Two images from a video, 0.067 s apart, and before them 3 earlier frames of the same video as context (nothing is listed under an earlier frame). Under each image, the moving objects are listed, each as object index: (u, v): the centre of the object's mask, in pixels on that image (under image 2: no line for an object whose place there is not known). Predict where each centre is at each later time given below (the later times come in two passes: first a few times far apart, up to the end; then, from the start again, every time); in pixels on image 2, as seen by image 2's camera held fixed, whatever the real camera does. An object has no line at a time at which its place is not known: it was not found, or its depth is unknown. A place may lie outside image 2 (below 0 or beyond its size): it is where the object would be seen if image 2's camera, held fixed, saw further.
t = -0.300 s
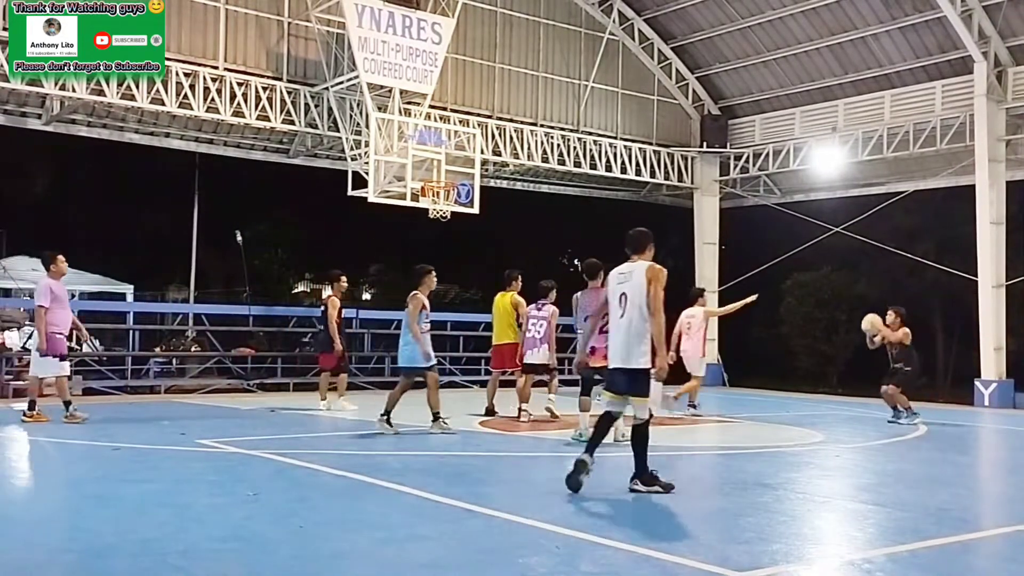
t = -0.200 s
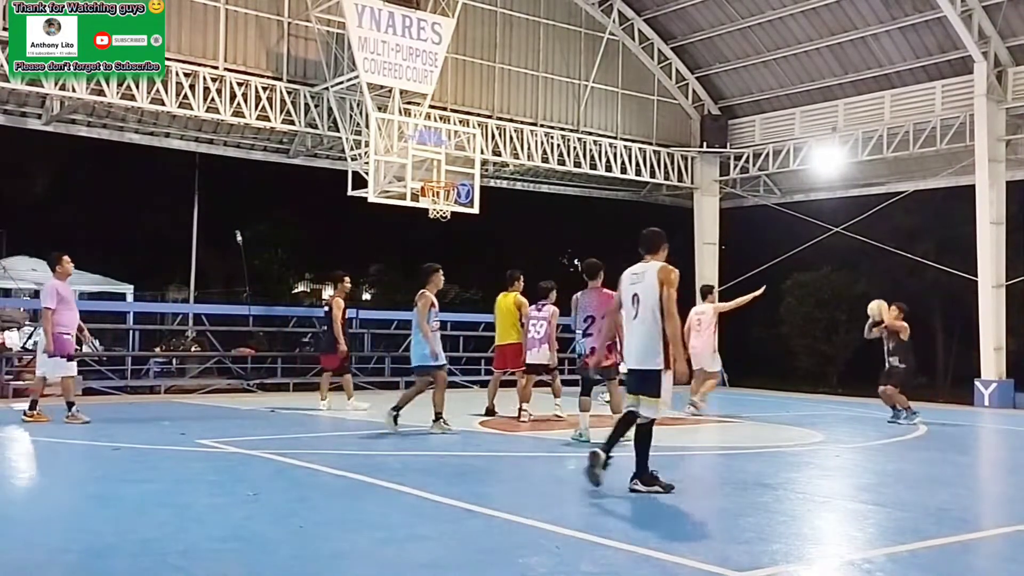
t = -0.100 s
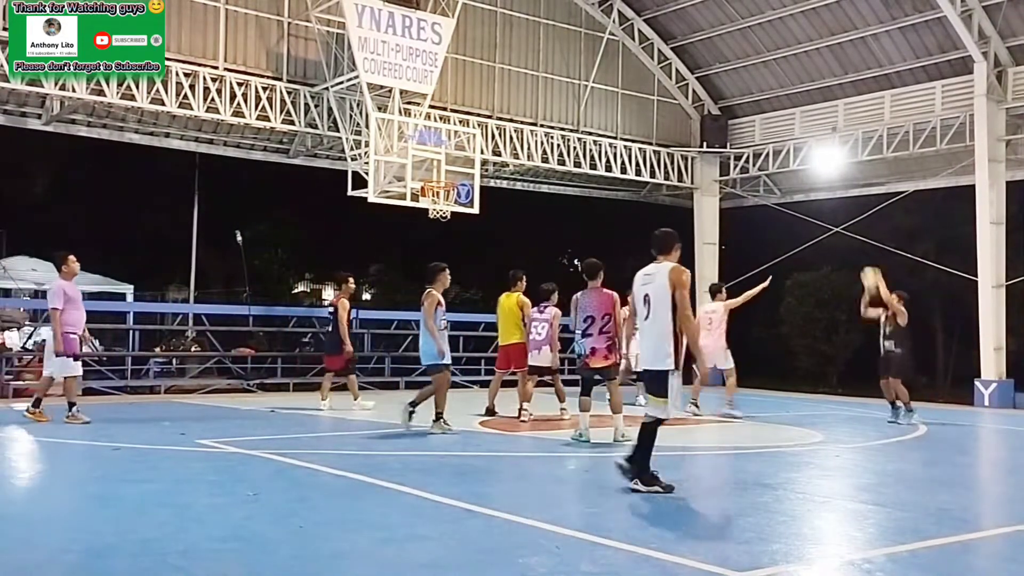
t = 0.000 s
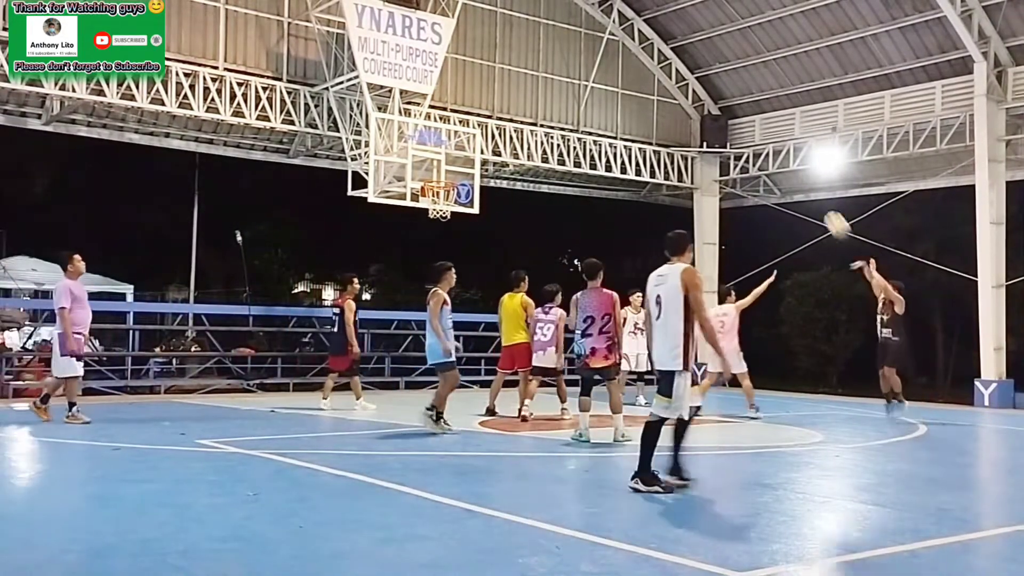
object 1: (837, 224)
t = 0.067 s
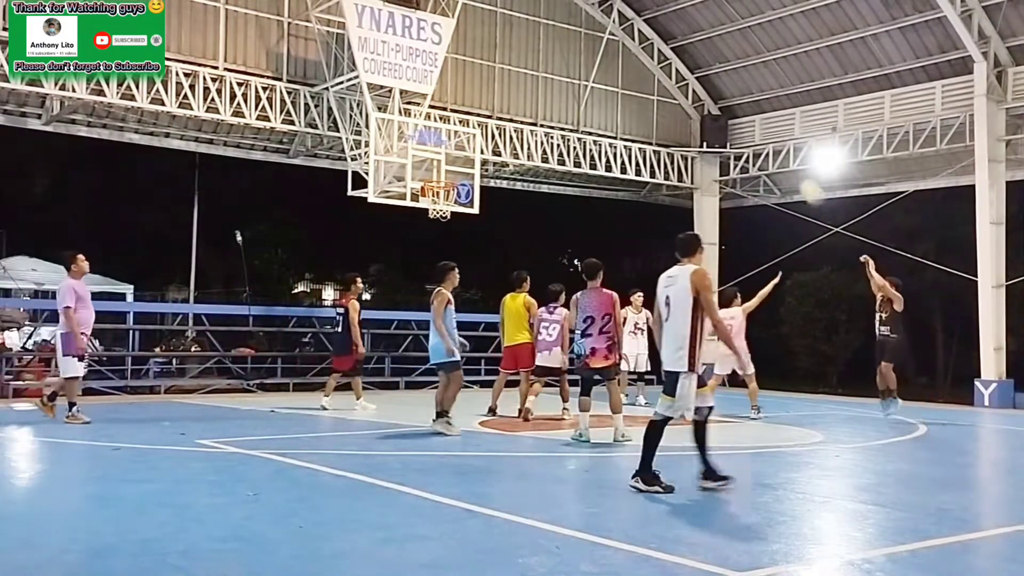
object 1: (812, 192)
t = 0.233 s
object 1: (749, 126)
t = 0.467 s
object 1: (668, 74)
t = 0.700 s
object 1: (591, 62)
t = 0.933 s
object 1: (518, 88)
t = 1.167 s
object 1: (449, 150)
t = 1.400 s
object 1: (449, 173)
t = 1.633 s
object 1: (484, 173)
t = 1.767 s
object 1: (500, 190)
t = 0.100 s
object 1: (798, 176)
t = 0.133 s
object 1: (786, 162)
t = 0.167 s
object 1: (774, 150)
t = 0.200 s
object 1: (762, 138)
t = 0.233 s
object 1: (749, 126)
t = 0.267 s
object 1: (738, 117)
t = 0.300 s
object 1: (727, 108)
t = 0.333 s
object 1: (714, 100)
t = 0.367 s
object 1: (702, 93)
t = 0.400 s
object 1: (689, 84)
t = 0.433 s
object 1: (679, 78)
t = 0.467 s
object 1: (668, 74)
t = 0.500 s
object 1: (657, 70)
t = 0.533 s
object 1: (645, 67)
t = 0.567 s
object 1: (634, 65)
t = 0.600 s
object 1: (623, 63)
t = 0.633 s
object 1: (612, 61)
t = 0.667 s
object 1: (601, 62)
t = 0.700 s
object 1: (591, 62)
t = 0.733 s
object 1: (580, 63)
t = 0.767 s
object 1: (570, 66)
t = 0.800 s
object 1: (559, 69)
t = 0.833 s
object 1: (549, 72)
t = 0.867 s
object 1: (538, 77)
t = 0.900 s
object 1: (528, 82)
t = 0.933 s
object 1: (518, 88)
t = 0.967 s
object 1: (508, 94)
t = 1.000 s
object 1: (497, 103)
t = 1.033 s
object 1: (488, 110)
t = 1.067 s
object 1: (478, 119)
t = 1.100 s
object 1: (469, 128)
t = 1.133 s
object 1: (458, 140)
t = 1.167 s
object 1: (449, 150)
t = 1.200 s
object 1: (436, 162)
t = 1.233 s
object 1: (432, 171)
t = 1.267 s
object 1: (431, 175)
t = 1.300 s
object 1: (435, 175)
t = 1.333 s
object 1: (439, 176)
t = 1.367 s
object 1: (445, 175)
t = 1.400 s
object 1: (449, 173)
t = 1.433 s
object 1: (455, 169)
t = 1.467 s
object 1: (459, 168)
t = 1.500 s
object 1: (465, 167)
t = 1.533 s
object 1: (468, 169)
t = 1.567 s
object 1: (473, 169)
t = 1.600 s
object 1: (478, 172)
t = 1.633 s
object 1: (484, 173)
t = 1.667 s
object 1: (487, 177)
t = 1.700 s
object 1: (491, 181)
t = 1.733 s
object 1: (496, 186)
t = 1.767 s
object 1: (500, 190)
